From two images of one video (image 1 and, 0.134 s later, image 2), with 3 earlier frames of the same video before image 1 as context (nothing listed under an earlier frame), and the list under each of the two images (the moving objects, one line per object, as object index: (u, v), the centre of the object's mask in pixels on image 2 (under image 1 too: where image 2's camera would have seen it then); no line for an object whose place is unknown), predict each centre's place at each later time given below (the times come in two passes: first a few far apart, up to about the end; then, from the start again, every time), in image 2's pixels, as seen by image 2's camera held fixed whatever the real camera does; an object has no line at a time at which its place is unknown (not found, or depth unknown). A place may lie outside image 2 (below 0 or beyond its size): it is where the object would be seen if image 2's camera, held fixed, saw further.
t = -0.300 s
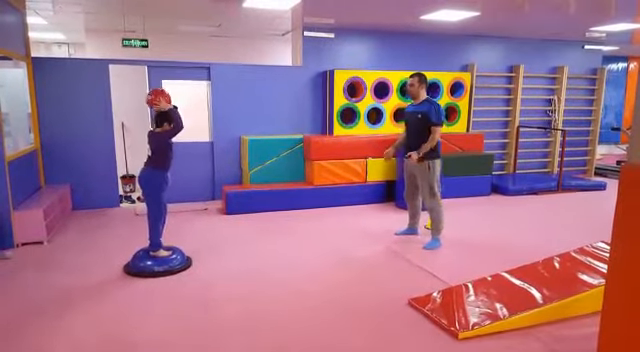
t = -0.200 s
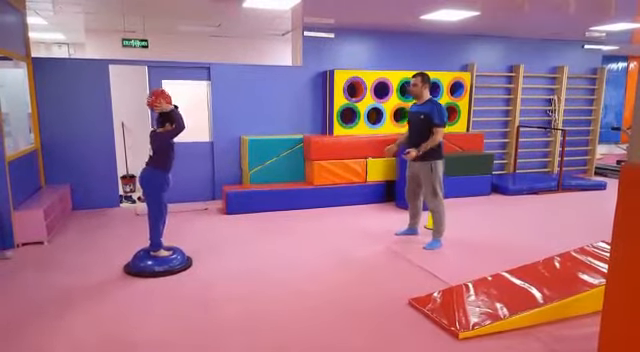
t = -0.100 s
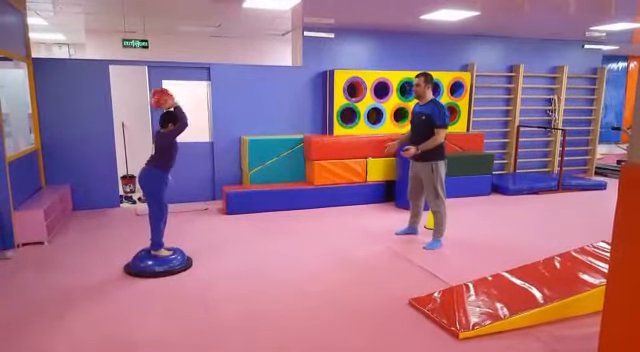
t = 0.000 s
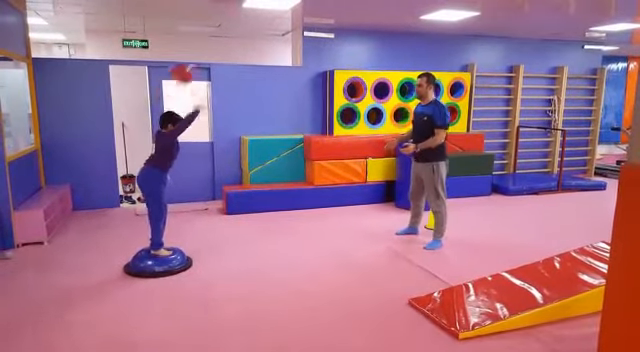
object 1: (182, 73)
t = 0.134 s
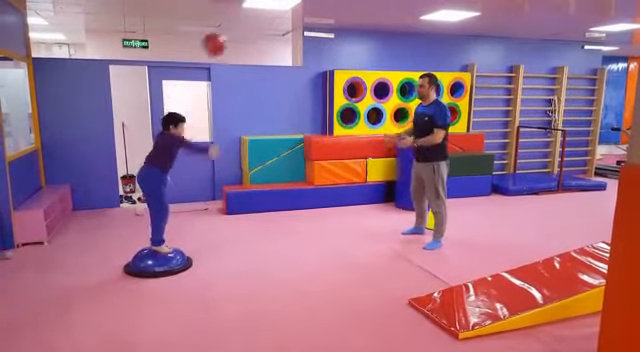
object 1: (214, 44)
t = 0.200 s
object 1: (231, 37)
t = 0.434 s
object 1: (287, 54)
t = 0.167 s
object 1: (222, 40)
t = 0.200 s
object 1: (231, 37)
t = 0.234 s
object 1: (239, 36)
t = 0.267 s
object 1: (247, 36)
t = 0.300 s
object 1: (255, 37)
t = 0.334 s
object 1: (263, 39)
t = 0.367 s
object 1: (271, 43)
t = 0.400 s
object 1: (279, 48)
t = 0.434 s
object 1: (287, 54)
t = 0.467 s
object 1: (295, 61)
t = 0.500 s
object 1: (303, 69)
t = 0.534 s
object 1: (310, 77)
